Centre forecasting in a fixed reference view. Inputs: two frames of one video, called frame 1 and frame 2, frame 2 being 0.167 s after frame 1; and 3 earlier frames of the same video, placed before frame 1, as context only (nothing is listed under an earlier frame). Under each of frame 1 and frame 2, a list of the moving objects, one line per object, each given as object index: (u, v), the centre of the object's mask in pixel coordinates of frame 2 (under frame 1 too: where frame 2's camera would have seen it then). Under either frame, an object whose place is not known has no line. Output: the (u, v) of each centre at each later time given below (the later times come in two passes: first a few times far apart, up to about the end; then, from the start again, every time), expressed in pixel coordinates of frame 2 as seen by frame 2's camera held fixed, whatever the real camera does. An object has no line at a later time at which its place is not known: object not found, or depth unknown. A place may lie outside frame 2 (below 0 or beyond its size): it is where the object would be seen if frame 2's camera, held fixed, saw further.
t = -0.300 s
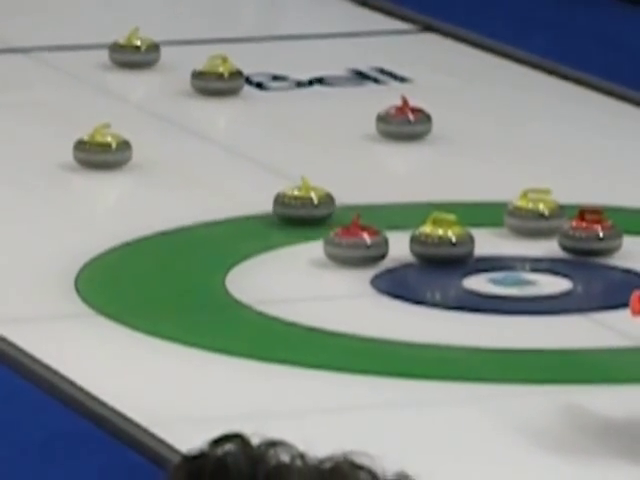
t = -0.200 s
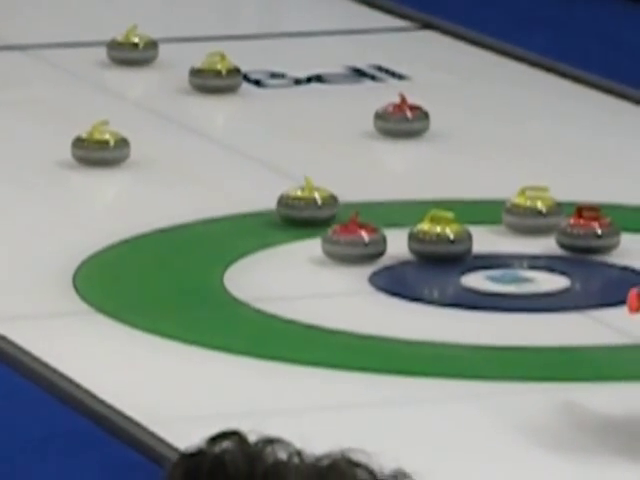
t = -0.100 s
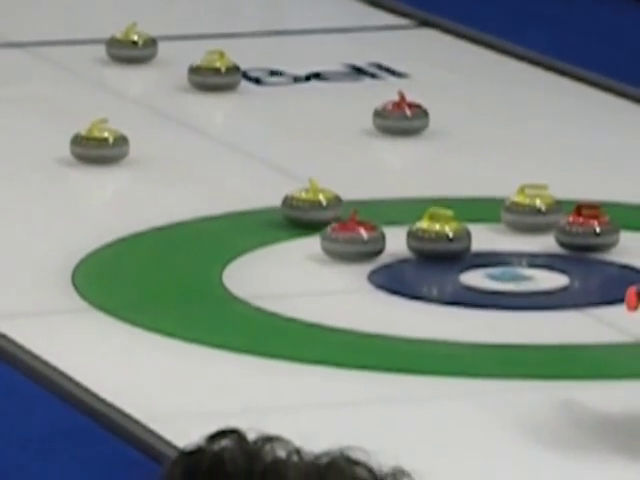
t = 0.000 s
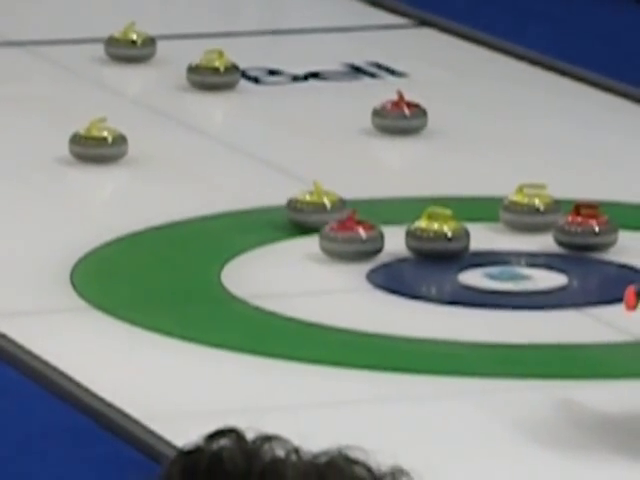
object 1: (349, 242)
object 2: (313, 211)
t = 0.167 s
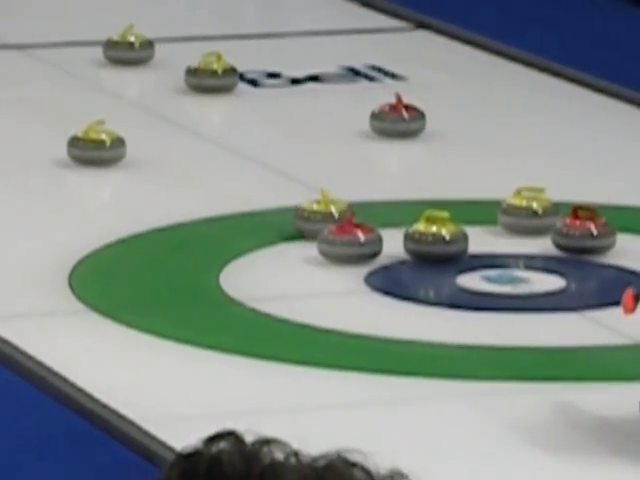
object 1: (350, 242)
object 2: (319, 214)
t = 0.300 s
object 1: (350, 242)
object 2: (323, 217)
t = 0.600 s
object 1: (354, 246)
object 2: (333, 221)
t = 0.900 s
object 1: (360, 255)
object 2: (336, 225)
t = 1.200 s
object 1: (366, 264)
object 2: (342, 228)
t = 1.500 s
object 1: (371, 272)
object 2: (342, 229)
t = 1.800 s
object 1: (376, 281)
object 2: (343, 229)
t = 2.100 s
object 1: (379, 287)
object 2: (343, 229)
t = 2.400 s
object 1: (381, 294)
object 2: (343, 229)
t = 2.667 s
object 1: (382, 298)
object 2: (343, 229)
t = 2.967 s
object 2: (343, 229)
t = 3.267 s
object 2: (343, 229)
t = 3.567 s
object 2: (343, 229)
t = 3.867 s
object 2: (343, 229)
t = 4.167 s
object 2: (343, 229)
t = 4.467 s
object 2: (343, 229)
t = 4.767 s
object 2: (343, 229)
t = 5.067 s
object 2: (343, 229)
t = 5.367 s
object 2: (343, 229)
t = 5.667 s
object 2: (342, 229)
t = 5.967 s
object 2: (342, 229)
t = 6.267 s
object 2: (341, 229)
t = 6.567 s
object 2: (342, 229)
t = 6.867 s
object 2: (342, 230)
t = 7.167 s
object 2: (340, 229)
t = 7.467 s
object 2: (340, 229)
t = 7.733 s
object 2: (341, 229)
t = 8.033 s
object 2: (341, 229)
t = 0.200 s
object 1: (350, 242)
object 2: (320, 215)
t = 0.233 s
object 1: (350, 242)
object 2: (321, 216)
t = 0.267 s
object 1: (350, 242)
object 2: (323, 217)
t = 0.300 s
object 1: (350, 242)
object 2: (323, 217)
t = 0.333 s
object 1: (350, 242)
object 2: (324, 218)
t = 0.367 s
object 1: (350, 241)
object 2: (325, 218)
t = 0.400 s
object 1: (350, 242)
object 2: (326, 219)
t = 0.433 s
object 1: (350, 242)
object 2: (329, 219)
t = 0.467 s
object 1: (350, 242)
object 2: (331, 219)
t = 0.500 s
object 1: (351, 243)
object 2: (331, 219)
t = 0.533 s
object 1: (352, 244)
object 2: (333, 220)
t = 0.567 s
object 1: (353, 245)
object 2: (333, 221)
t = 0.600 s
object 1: (354, 246)
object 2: (333, 221)
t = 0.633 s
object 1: (354, 247)
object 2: (333, 221)
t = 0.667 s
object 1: (356, 248)
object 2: (334, 222)
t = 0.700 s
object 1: (356, 249)
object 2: (334, 223)
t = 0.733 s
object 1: (357, 250)
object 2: (335, 223)
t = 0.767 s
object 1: (357, 251)
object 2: (335, 223)
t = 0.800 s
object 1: (358, 252)
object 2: (335, 223)
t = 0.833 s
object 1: (359, 253)
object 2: (335, 224)
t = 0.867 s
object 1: (359, 254)
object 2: (336, 224)
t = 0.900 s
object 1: (360, 255)
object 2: (336, 225)
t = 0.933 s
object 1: (361, 256)
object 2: (336, 225)
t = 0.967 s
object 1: (361, 257)
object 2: (337, 225)
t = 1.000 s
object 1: (362, 258)
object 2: (339, 226)
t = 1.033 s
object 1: (363, 259)
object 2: (340, 226)
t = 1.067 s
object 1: (363, 259)
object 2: (339, 226)
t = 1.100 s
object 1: (364, 261)
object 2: (340, 227)
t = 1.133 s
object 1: (365, 262)
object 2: (341, 227)
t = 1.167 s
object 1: (365, 263)
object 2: (341, 227)
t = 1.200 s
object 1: (366, 264)
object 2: (342, 228)
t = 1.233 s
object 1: (367, 265)
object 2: (341, 228)
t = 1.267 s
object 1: (367, 266)
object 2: (341, 228)
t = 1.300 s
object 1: (367, 267)
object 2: (341, 228)
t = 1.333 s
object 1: (368, 268)
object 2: (341, 228)
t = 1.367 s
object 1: (369, 269)
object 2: (342, 228)
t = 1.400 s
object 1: (369, 270)
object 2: (342, 229)
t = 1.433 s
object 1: (370, 271)
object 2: (342, 229)
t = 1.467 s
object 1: (370, 272)
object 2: (342, 229)
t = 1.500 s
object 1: (371, 272)
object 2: (342, 229)
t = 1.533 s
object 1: (371, 273)
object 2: (342, 229)
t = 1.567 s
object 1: (372, 274)
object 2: (342, 229)
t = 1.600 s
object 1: (373, 275)
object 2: (342, 229)
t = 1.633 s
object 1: (373, 276)
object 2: (342, 229)
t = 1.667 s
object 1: (374, 277)
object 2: (342, 229)
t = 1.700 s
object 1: (374, 278)
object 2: (343, 229)
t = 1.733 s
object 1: (375, 279)
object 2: (343, 229)
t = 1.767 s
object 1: (376, 280)
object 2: (343, 229)
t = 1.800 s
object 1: (376, 281)
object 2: (343, 229)
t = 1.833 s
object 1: (376, 281)
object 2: (343, 229)
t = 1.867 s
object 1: (377, 282)
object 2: (343, 229)
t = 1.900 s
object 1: (377, 283)
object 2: (342, 229)
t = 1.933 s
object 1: (377, 283)
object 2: (343, 229)
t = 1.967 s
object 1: (378, 284)
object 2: (343, 229)
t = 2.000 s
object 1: (378, 285)
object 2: (343, 229)
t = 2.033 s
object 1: (379, 286)
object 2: (343, 229)
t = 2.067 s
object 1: (379, 287)
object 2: (343, 229)
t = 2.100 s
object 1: (379, 287)
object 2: (343, 229)
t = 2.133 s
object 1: (379, 288)
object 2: (343, 229)
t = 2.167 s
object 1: (379, 289)
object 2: (343, 229)
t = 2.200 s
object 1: (379, 290)
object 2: (343, 229)
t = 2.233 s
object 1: (380, 290)
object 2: (343, 229)
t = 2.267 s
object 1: (380, 291)
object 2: (343, 229)
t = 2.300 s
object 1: (380, 292)
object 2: (343, 229)
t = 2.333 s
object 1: (381, 292)
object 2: (343, 229)
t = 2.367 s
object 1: (381, 293)
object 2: (343, 229)
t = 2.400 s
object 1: (381, 294)
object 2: (343, 229)
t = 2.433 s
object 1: (381, 294)
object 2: (343, 229)
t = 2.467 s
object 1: (381, 295)
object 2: (343, 229)
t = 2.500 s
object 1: (382, 295)
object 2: (343, 229)
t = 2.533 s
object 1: (381, 296)
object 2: (343, 229)
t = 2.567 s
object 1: (382, 297)
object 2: (343, 229)
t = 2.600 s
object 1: (382, 297)
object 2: (343, 229)
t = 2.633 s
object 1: (382, 298)
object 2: (343, 229)
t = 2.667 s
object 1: (382, 298)
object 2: (343, 229)
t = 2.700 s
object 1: (382, 299)
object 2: (343, 229)
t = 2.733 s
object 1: (383, 299)
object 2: (343, 229)
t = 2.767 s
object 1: (383, 300)
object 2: (343, 229)
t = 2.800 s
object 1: (383, 300)
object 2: (343, 229)
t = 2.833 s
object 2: (343, 229)
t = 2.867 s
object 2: (342, 229)
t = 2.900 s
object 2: (343, 229)
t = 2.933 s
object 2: (343, 229)
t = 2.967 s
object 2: (343, 229)
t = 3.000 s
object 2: (342, 229)
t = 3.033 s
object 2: (343, 229)
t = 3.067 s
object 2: (343, 229)
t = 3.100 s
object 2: (342, 229)
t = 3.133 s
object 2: (342, 229)
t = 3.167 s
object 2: (343, 229)
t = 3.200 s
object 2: (342, 229)
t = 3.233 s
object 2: (343, 229)
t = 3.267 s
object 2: (343, 229)
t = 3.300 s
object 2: (342, 229)
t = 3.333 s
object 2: (343, 229)
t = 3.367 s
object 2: (342, 229)
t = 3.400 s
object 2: (342, 229)
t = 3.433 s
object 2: (342, 229)
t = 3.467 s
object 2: (342, 229)
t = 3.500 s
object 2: (342, 229)
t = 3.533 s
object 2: (343, 229)
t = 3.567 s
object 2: (343, 229)
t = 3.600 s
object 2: (343, 229)
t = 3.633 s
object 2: (343, 229)
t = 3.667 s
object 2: (343, 229)
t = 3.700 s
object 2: (343, 229)
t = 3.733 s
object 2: (343, 229)
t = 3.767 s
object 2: (343, 229)
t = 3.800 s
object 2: (343, 229)
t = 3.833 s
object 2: (343, 229)
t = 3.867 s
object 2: (343, 229)
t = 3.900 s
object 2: (343, 229)
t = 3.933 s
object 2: (343, 229)
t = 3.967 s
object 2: (343, 229)
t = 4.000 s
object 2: (343, 229)
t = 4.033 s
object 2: (343, 229)
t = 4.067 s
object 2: (343, 229)
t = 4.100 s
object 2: (343, 229)
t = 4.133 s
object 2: (343, 229)
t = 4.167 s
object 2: (343, 229)
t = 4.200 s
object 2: (342, 229)
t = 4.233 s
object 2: (342, 229)
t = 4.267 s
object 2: (342, 229)
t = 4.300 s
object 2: (343, 229)
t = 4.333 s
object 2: (343, 229)
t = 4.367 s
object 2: (342, 229)
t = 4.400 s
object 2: (343, 229)
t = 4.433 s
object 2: (343, 229)
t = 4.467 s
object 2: (343, 229)
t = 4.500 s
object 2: (343, 229)
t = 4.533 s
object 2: (343, 229)
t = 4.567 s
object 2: (343, 229)
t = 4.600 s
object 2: (343, 229)
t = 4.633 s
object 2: (343, 229)
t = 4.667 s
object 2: (343, 229)
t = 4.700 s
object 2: (343, 229)
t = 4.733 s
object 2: (343, 229)
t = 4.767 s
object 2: (343, 229)
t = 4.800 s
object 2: (343, 229)
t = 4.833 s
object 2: (343, 229)
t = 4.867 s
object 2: (343, 229)
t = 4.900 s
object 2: (343, 229)
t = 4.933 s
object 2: (343, 229)
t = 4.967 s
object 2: (343, 229)
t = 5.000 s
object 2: (343, 229)
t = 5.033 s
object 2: (343, 229)
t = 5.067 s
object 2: (343, 229)
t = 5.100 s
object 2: (343, 229)
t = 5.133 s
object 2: (343, 229)
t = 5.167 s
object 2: (343, 229)
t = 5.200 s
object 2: (343, 229)
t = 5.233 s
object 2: (343, 229)
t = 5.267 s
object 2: (343, 229)
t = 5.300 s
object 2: (343, 229)
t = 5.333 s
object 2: (343, 229)
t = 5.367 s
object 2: (343, 229)
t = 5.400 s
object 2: (343, 229)
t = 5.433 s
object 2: (342, 229)
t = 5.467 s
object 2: (343, 229)
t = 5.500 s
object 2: (343, 229)
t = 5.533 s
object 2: (342, 229)
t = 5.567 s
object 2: (343, 229)
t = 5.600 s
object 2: (342, 229)
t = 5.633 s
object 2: (342, 229)
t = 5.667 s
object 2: (342, 229)
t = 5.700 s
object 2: (342, 229)
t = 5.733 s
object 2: (342, 229)
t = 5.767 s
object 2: (343, 229)
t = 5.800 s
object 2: (343, 229)
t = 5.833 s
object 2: (342, 229)
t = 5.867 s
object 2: (342, 229)
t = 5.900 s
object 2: (342, 229)
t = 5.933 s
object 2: (342, 229)
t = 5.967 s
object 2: (342, 229)
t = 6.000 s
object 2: (342, 229)
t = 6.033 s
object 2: (342, 229)
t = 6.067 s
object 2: (342, 229)
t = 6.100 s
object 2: (342, 229)
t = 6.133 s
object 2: (341, 229)
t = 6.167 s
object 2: (342, 229)
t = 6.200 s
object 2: (341, 229)
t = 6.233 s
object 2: (341, 229)
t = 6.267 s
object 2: (341, 229)
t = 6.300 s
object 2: (342, 229)
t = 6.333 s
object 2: (342, 229)
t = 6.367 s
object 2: (342, 229)
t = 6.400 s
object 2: (342, 229)
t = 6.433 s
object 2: (341, 229)
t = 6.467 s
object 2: (341, 229)
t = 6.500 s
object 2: (341, 229)
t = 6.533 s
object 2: (341, 229)
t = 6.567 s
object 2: (342, 229)
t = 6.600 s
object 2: (342, 229)
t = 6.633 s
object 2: (342, 229)
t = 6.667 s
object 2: (342, 229)
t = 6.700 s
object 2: (342, 229)
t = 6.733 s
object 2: (341, 229)
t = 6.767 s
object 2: (341, 229)
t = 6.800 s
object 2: (342, 229)
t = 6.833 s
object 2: (342, 229)
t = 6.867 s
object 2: (342, 230)
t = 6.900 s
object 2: (342, 229)
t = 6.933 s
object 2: (342, 229)
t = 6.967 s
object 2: (342, 229)
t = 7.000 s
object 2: (341, 229)
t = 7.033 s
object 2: (341, 229)
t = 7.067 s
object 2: (341, 229)
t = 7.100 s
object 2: (340, 229)
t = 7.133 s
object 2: (340, 229)
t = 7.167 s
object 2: (340, 229)
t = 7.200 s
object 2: (340, 229)
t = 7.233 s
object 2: (340, 229)
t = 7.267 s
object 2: (339, 229)
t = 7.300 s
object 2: (340, 228)
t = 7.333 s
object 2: (339, 229)
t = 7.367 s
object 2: (339, 229)
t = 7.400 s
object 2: (339, 229)
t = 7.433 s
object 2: (340, 229)
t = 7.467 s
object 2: (340, 229)
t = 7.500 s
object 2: (340, 229)
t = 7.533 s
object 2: (340, 229)
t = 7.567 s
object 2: (340, 229)
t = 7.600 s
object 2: (341, 229)
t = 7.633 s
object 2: (341, 229)
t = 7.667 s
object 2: (341, 229)
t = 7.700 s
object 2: (341, 229)
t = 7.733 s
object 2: (341, 229)
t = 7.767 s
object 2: (341, 229)
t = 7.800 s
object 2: (341, 229)
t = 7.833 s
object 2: (341, 229)
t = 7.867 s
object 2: (341, 229)
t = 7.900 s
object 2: (340, 229)
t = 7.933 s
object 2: (340, 229)
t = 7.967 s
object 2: (340, 229)
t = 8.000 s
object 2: (341, 229)
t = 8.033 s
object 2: (341, 229)
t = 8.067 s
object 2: (341, 229)
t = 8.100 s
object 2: (341, 229)
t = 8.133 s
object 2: (342, 229)
